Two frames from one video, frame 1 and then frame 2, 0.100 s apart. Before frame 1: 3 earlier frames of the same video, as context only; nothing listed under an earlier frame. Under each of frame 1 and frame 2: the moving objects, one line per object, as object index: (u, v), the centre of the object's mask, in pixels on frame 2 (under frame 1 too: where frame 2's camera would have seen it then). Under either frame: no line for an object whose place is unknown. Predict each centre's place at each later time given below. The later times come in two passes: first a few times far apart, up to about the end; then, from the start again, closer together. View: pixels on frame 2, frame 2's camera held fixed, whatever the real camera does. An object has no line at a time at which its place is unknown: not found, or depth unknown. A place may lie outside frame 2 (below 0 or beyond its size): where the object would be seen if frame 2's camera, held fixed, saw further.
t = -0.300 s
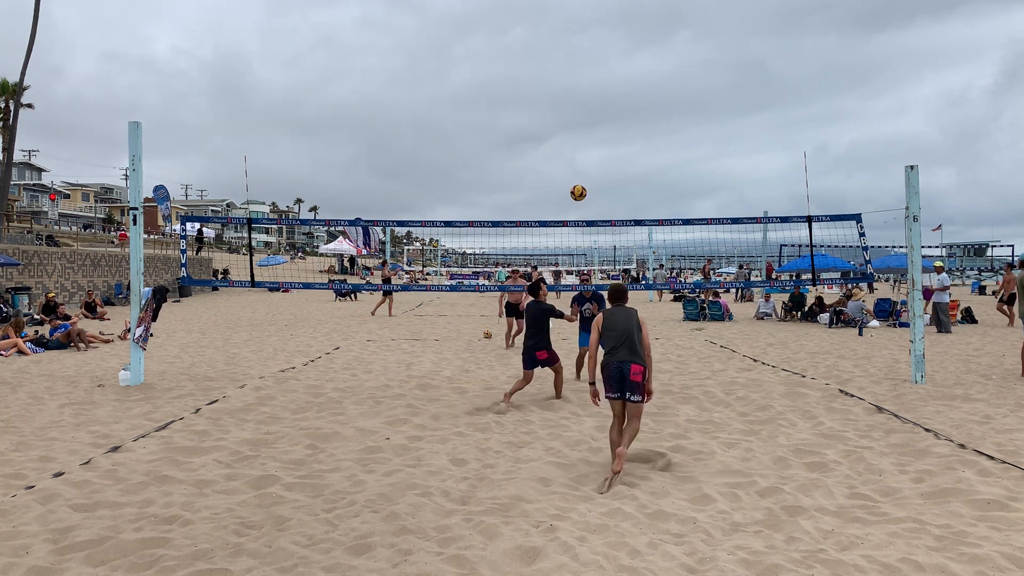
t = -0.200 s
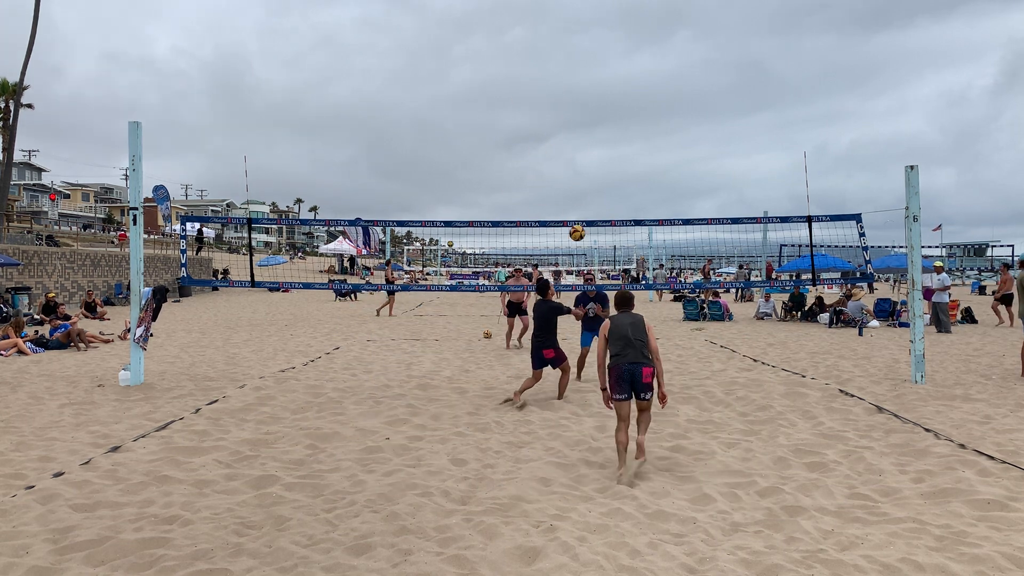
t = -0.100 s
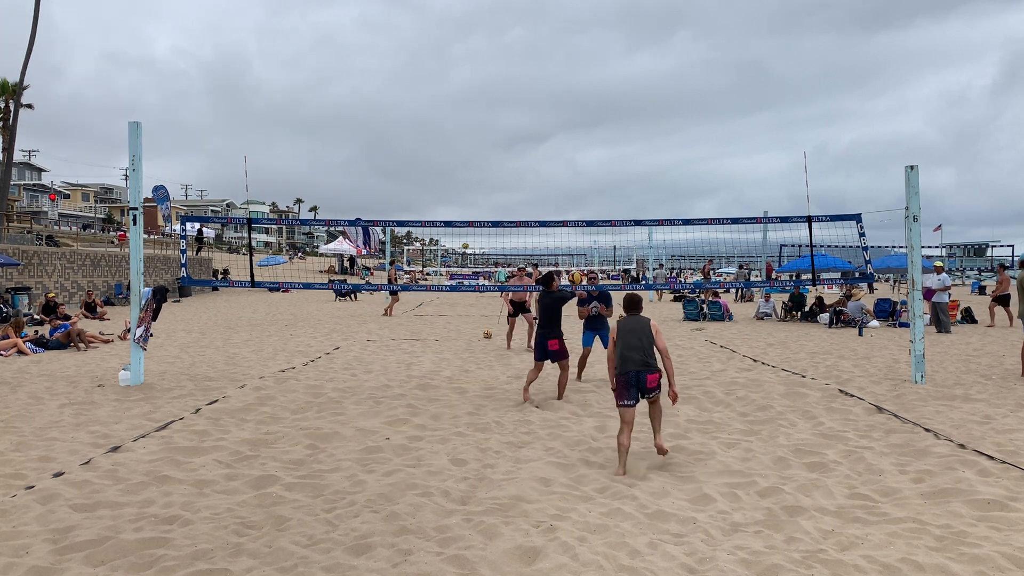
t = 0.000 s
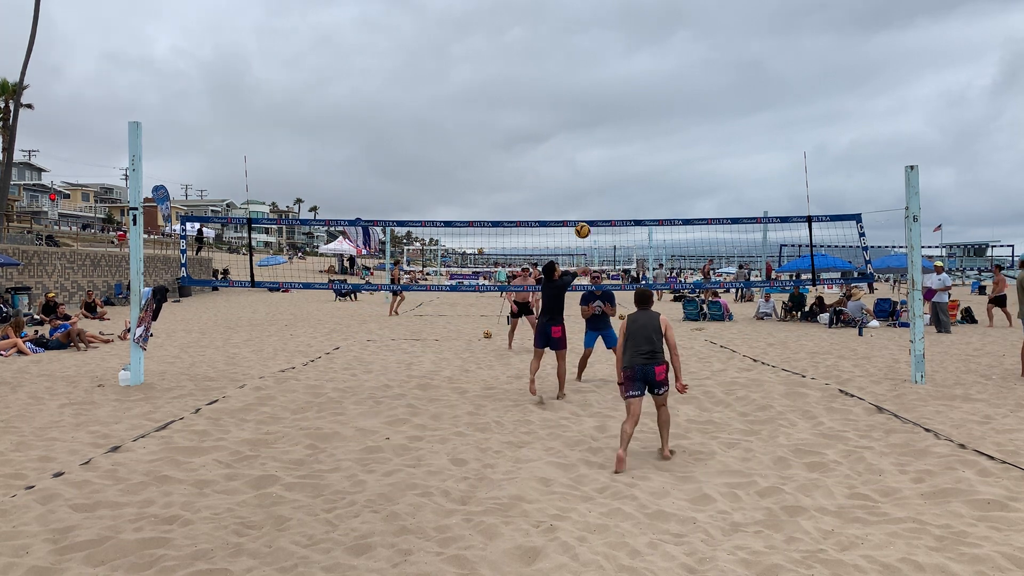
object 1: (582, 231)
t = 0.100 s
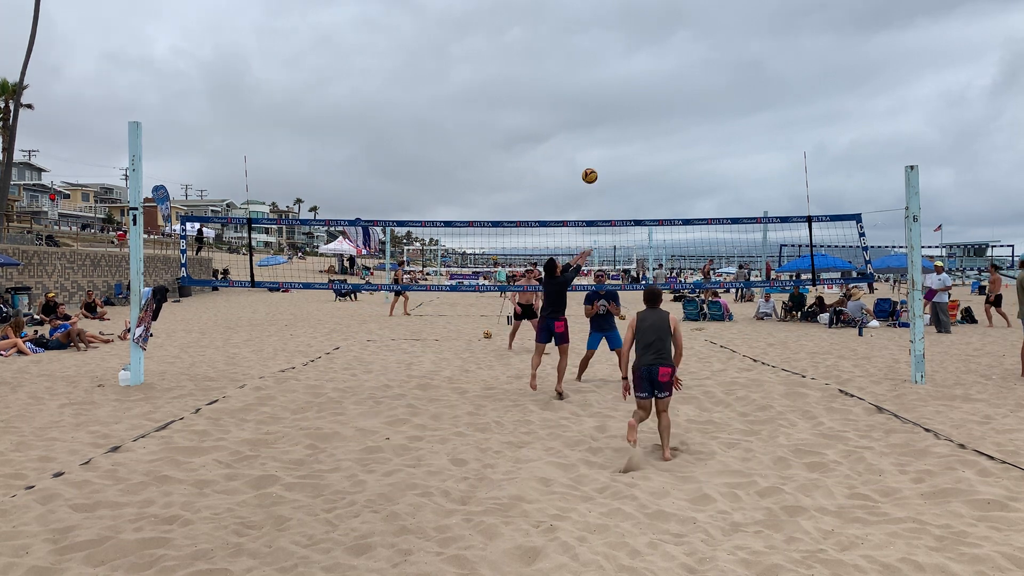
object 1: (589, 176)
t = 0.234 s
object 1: (598, 114)
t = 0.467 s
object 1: (611, 41)
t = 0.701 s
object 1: (621, 12)
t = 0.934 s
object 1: (629, 25)
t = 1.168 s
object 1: (633, 78)
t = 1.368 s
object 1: (634, 153)
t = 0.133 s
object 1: (592, 159)
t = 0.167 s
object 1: (594, 143)
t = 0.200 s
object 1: (596, 129)
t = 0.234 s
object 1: (598, 114)
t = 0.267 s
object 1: (600, 101)
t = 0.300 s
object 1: (602, 89)
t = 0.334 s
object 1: (604, 78)
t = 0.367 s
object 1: (606, 67)
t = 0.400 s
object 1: (608, 58)
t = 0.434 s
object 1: (609, 49)
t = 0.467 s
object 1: (611, 41)
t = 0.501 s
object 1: (613, 35)
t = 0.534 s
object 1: (614, 29)
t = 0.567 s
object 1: (616, 24)
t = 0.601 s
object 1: (617, 19)
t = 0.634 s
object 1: (619, 16)
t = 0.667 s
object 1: (620, 14)
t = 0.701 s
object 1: (621, 12)
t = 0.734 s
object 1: (623, 11)
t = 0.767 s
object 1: (624, 12)
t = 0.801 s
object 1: (625, 13)
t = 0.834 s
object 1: (626, 15)
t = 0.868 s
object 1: (627, 17)
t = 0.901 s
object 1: (628, 21)
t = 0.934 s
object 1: (629, 25)
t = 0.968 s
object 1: (630, 30)
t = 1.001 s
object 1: (631, 36)
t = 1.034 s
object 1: (631, 43)
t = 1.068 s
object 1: (632, 50)
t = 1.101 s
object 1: (632, 59)
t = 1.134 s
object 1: (633, 68)
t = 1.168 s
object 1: (633, 78)
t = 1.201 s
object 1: (634, 88)
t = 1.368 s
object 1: (634, 153)
